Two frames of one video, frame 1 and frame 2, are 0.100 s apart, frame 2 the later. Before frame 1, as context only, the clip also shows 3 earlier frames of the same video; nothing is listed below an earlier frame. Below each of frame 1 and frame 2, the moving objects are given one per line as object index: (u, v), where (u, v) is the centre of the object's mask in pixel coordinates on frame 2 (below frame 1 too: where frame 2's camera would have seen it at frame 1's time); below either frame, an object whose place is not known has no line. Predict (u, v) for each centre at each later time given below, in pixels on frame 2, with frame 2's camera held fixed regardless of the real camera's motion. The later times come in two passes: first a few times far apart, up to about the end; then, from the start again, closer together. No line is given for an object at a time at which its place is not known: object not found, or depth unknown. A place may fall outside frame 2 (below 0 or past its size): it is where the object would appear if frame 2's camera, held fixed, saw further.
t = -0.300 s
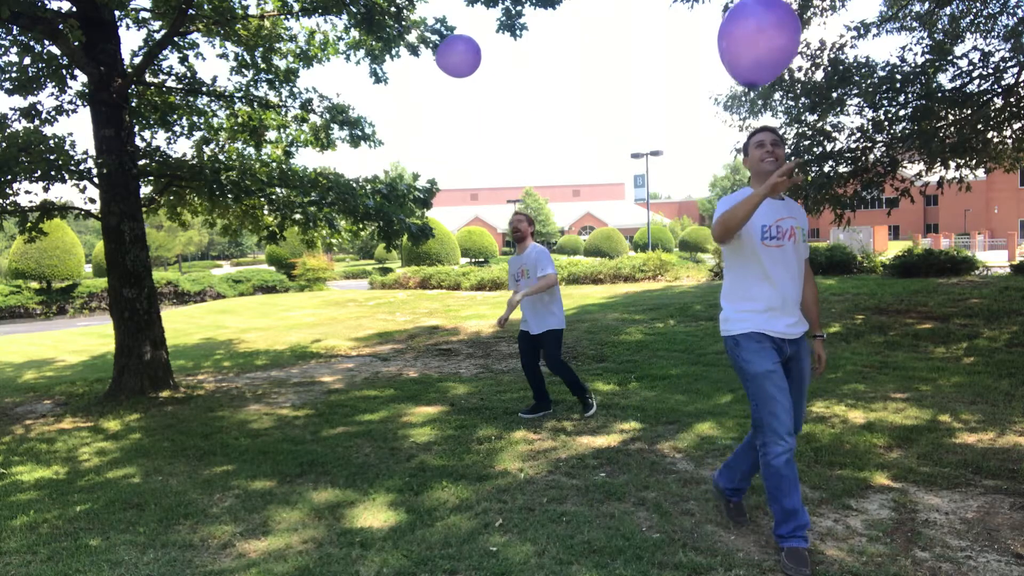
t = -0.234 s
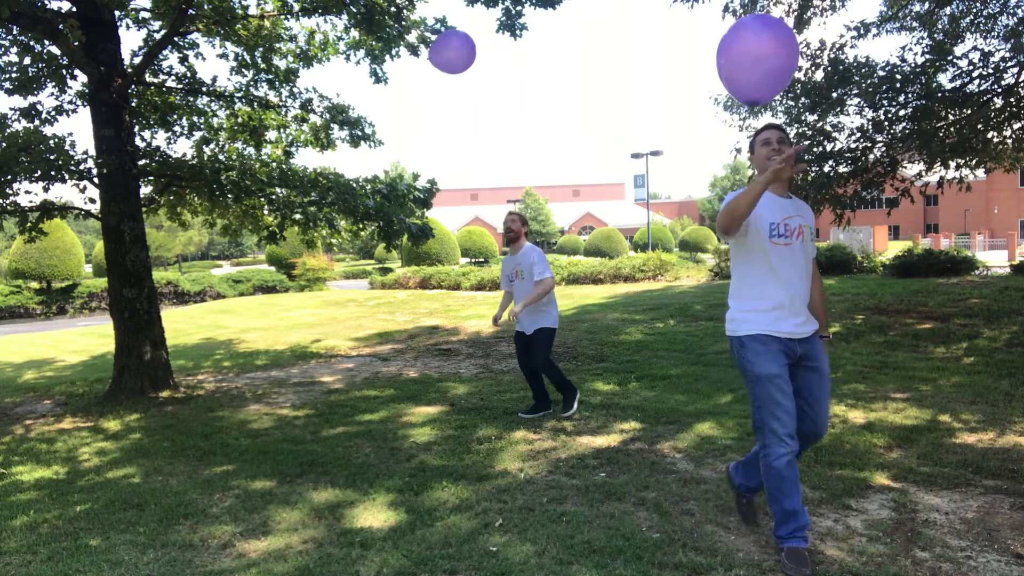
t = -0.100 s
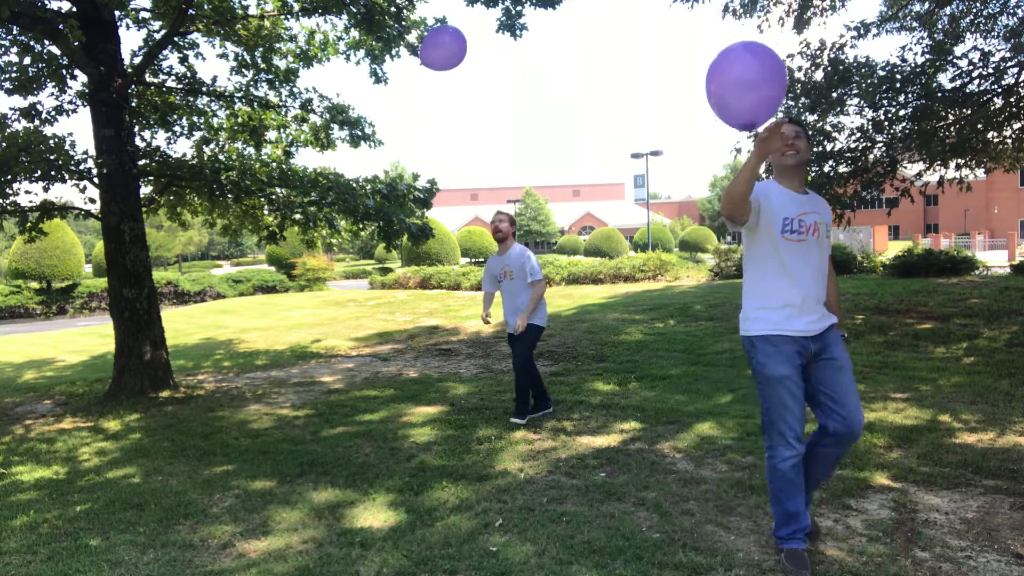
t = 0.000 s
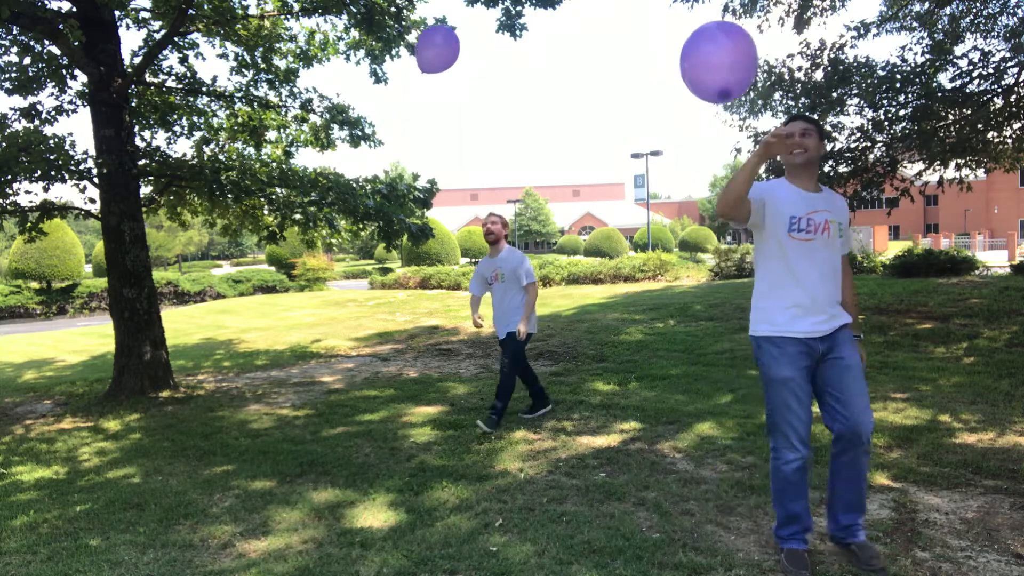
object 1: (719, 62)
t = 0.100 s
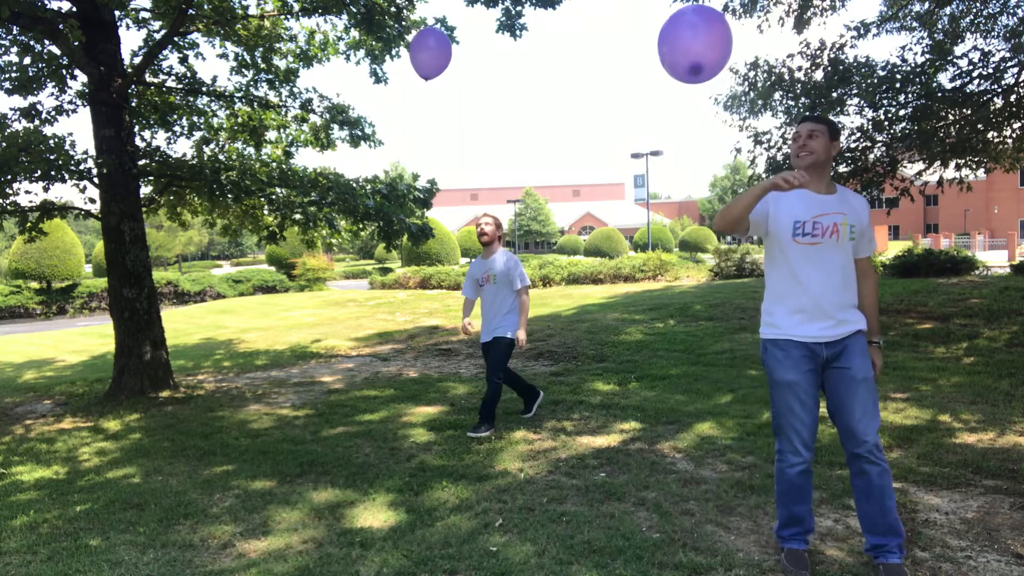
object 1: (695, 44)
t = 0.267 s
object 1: (660, 28)
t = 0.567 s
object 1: (608, 22)
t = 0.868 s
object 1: (568, 30)
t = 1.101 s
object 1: (542, 53)
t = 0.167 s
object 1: (681, 35)
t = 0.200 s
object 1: (674, 33)
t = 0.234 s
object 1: (667, 30)
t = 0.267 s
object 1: (660, 28)
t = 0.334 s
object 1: (648, 25)
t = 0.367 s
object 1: (642, 24)
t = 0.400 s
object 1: (636, 23)
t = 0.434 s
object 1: (630, 23)
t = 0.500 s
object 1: (619, 22)
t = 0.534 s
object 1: (613, 22)
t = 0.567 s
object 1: (608, 22)
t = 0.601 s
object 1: (603, 22)
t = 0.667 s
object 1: (594, 24)
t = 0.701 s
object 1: (589, 24)
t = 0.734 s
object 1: (585, 25)
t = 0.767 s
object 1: (580, 26)
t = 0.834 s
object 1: (572, 29)
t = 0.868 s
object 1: (568, 30)
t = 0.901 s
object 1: (563, 32)
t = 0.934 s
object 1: (559, 34)
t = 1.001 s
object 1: (552, 40)
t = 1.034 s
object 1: (548, 44)
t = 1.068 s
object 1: (545, 49)
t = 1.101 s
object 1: (542, 53)
